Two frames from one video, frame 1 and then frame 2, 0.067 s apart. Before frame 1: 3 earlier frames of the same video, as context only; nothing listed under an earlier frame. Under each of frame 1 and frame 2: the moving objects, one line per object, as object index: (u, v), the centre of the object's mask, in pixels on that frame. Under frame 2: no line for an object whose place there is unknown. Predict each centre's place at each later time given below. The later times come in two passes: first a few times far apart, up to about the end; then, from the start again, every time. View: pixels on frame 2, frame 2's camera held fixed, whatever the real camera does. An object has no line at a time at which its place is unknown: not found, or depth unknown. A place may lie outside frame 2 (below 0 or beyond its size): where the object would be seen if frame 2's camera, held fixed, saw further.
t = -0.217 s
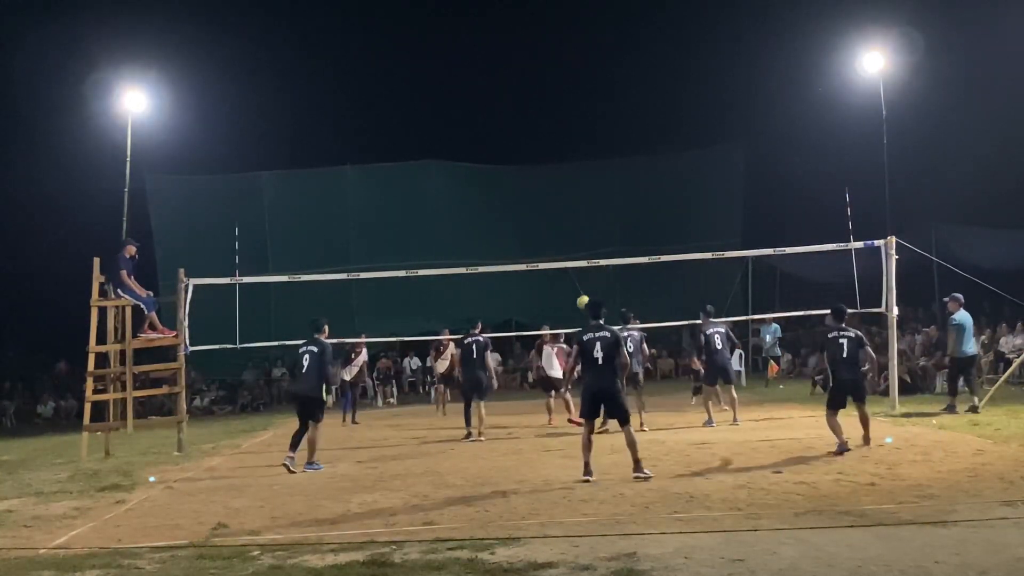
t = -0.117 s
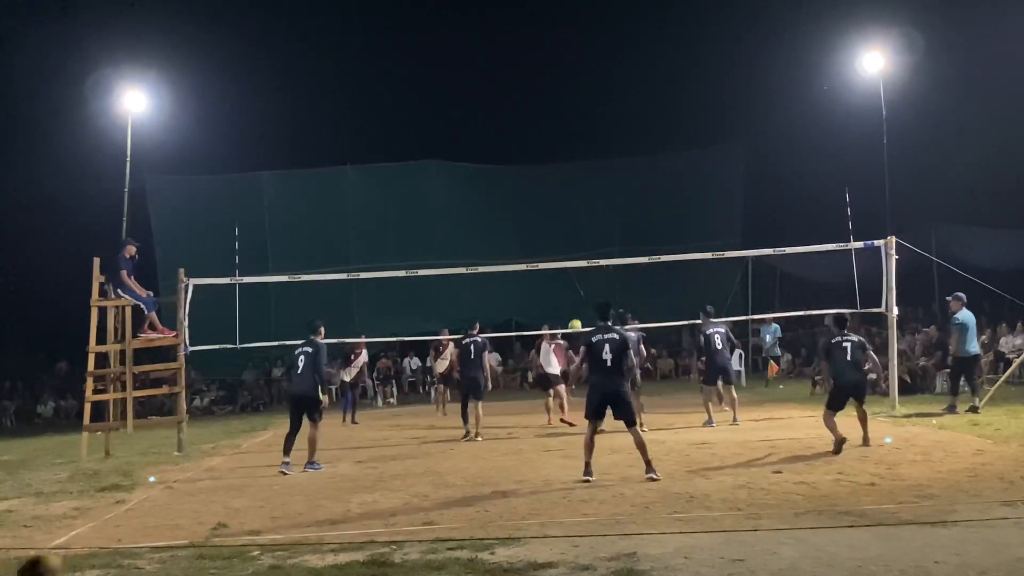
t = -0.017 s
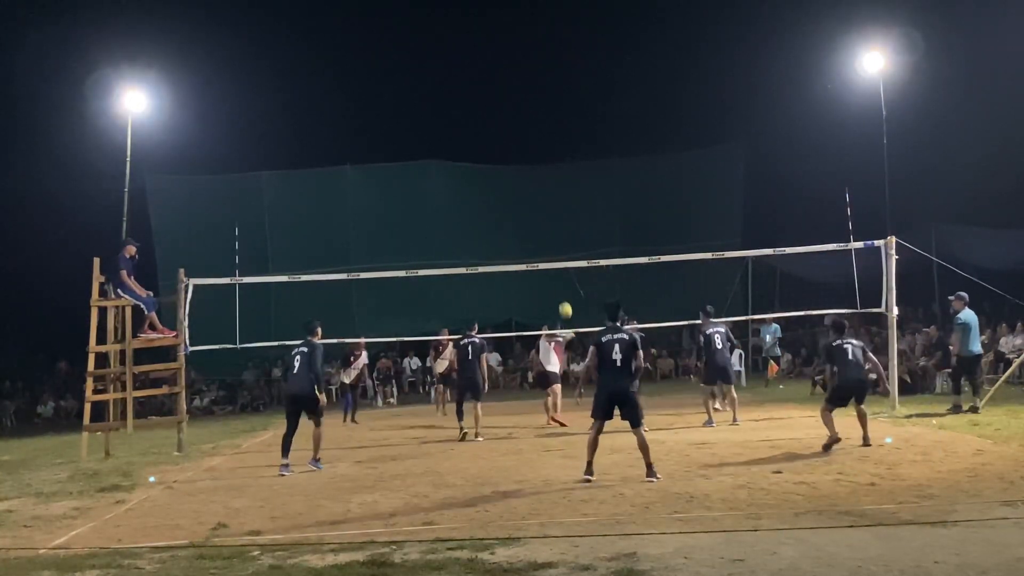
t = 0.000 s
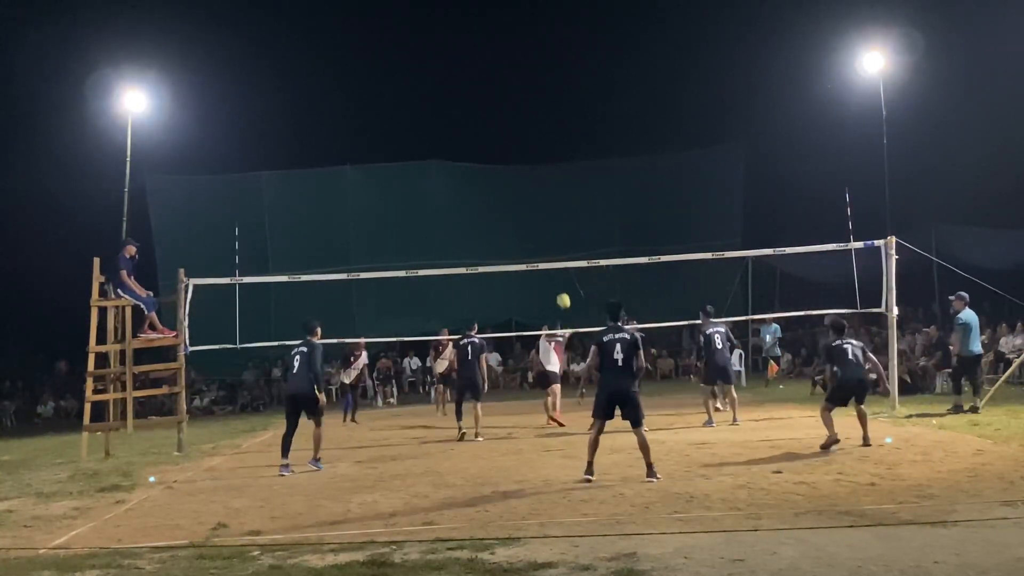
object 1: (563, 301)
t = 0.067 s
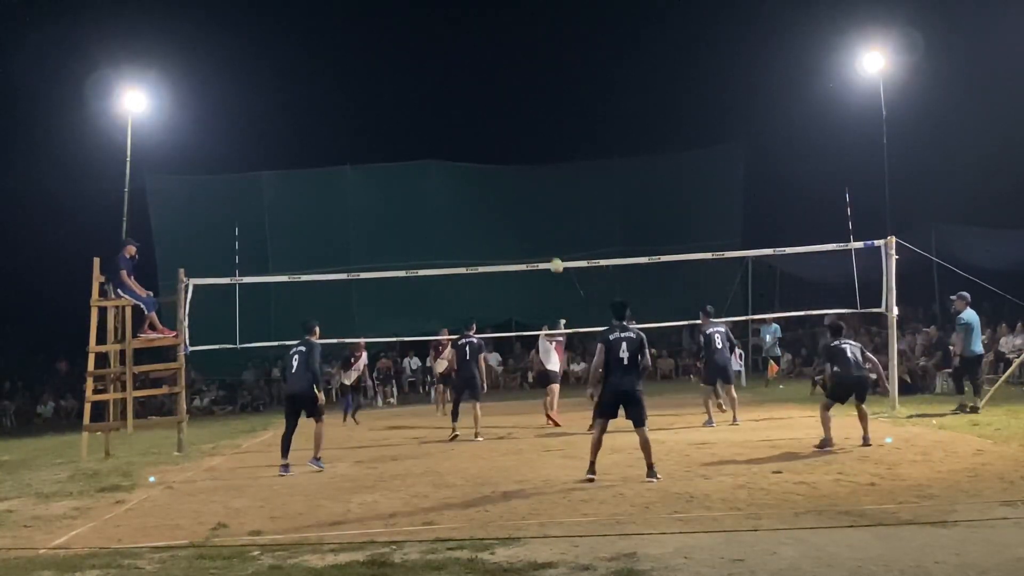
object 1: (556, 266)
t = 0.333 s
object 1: (529, 156)
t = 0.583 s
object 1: (507, 94)
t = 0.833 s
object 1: (487, 70)
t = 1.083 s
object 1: (470, 83)
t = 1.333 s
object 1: (456, 133)
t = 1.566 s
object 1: (445, 211)
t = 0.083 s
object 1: (554, 257)
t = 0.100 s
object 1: (552, 249)
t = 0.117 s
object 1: (550, 241)
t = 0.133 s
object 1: (549, 234)
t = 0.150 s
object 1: (547, 226)
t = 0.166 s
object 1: (545, 219)
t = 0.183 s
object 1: (543, 211)
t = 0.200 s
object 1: (542, 205)
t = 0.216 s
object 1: (540, 198)
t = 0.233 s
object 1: (539, 191)
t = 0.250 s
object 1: (537, 185)
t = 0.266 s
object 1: (535, 179)
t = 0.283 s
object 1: (534, 173)
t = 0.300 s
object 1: (532, 167)
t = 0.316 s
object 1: (531, 161)
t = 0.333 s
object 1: (529, 156)
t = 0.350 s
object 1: (528, 150)
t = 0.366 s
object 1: (526, 145)
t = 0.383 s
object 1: (524, 140)
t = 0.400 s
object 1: (523, 136)
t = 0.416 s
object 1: (521, 131)
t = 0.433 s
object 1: (520, 126)
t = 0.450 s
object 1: (518, 122)
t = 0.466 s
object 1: (517, 118)
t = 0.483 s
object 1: (515, 114)
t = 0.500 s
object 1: (514, 111)
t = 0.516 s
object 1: (512, 107)
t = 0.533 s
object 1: (511, 103)
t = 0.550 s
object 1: (510, 100)
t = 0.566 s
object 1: (508, 97)
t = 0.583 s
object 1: (507, 94)
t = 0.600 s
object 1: (506, 91)
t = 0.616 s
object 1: (504, 88)
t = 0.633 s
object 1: (503, 86)
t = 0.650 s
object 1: (502, 84)
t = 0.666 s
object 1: (500, 82)
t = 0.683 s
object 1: (499, 80)
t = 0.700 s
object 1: (498, 78)
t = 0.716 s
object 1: (496, 76)
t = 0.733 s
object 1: (495, 75)
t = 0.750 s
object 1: (494, 74)
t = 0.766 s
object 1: (492, 73)
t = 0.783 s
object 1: (491, 72)
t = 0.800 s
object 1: (490, 71)
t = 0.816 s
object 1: (489, 71)
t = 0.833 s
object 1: (487, 70)
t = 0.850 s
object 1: (486, 70)
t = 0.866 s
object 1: (485, 70)
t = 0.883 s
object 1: (484, 70)
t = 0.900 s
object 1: (483, 70)
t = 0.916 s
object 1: (481, 70)
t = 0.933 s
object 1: (480, 71)
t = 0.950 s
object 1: (479, 71)
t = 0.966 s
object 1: (478, 72)
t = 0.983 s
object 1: (477, 73)
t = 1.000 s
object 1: (476, 75)
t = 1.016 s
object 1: (475, 76)
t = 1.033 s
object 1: (474, 77)
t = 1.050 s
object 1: (473, 79)
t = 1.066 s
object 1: (471, 81)
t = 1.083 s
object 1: (470, 83)
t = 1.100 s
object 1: (469, 85)
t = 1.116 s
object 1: (468, 88)
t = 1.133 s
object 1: (467, 90)
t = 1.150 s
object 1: (466, 93)
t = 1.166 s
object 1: (465, 96)
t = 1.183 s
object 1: (464, 99)
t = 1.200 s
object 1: (463, 102)
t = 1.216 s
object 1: (462, 105)
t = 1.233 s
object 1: (461, 109)
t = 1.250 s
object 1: (461, 112)
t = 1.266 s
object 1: (460, 116)
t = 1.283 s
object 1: (459, 120)
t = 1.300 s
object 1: (458, 124)
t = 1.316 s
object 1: (457, 129)
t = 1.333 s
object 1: (456, 133)
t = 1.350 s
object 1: (455, 137)
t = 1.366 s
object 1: (454, 142)
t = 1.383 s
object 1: (453, 147)
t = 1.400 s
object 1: (453, 152)
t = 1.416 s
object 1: (452, 157)
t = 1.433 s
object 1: (451, 163)
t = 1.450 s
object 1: (450, 168)
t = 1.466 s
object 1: (449, 174)
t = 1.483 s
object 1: (449, 180)
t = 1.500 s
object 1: (448, 185)
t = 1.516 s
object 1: (447, 192)
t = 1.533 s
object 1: (446, 198)
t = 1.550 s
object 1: (446, 204)
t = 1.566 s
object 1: (445, 211)
